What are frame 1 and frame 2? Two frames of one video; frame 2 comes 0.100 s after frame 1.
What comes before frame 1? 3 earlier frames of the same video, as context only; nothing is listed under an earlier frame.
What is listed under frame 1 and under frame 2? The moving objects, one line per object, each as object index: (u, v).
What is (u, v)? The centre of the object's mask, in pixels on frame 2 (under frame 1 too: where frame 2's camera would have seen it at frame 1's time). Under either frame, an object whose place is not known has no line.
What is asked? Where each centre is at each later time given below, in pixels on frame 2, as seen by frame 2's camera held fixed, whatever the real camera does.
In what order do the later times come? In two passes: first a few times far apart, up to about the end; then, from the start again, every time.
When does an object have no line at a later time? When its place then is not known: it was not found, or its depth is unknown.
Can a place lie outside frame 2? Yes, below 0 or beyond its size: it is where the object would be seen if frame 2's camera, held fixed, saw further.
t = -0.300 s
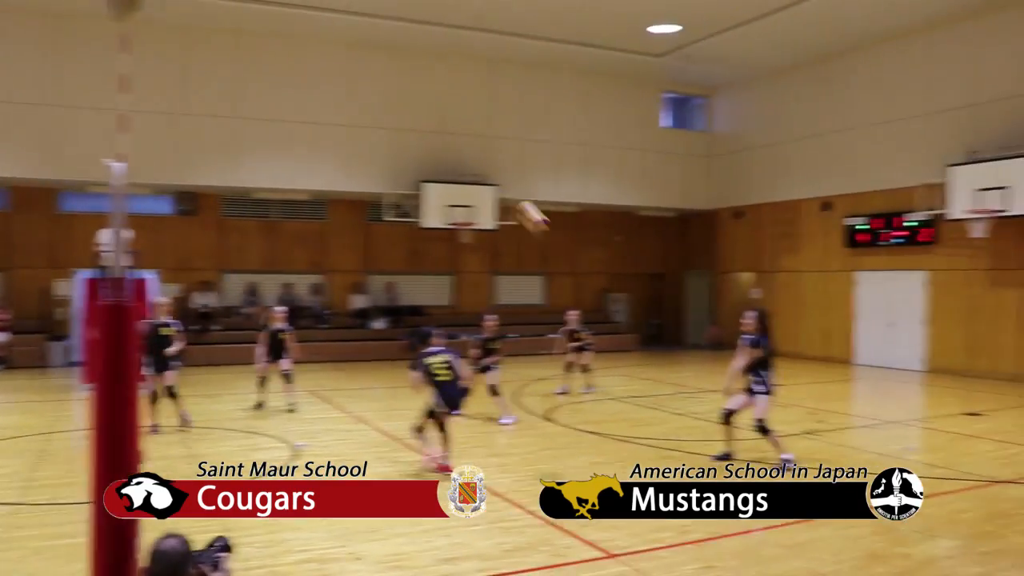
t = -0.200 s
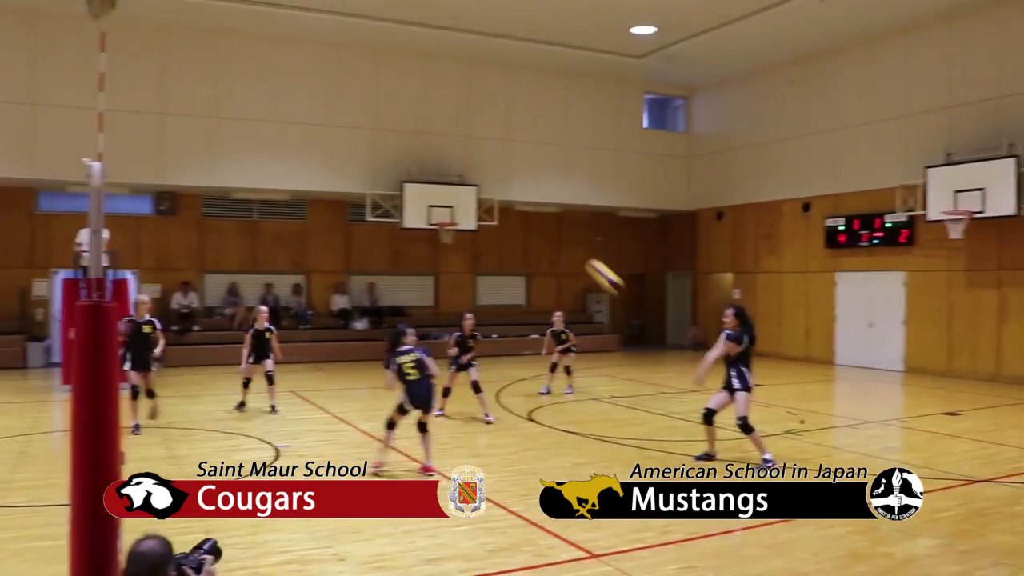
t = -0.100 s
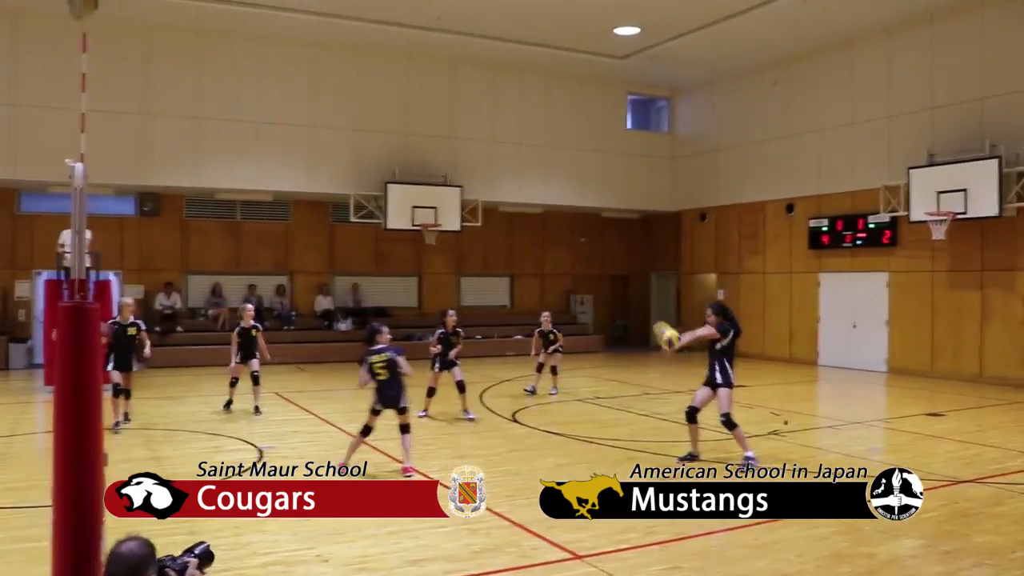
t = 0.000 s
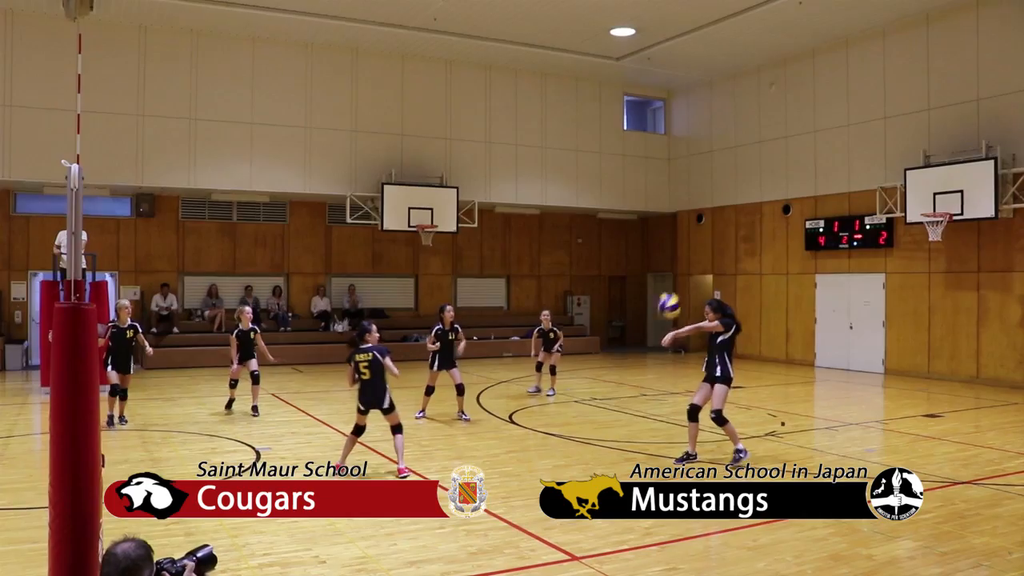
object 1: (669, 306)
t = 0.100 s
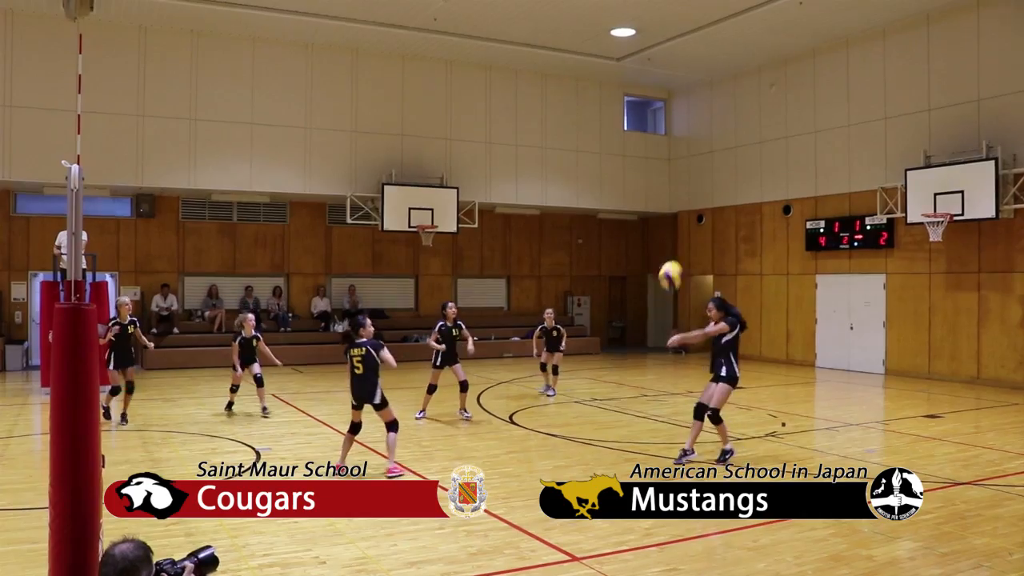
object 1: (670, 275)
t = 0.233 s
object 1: (672, 245)
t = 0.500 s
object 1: (678, 247)
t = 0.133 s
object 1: (671, 266)
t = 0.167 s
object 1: (672, 259)
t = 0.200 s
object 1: (671, 251)
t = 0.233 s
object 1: (672, 245)
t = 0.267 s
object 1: (673, 240)
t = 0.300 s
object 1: (674, 236)
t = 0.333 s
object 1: (674, 234)
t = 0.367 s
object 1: (675, 233)
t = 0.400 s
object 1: (674, 234)
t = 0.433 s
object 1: (674, 236)
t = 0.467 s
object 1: (675, 239)
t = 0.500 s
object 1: (678, 247)
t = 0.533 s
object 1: (679, 257)
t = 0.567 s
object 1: (682, 269)
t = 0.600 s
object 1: (685, 284)
